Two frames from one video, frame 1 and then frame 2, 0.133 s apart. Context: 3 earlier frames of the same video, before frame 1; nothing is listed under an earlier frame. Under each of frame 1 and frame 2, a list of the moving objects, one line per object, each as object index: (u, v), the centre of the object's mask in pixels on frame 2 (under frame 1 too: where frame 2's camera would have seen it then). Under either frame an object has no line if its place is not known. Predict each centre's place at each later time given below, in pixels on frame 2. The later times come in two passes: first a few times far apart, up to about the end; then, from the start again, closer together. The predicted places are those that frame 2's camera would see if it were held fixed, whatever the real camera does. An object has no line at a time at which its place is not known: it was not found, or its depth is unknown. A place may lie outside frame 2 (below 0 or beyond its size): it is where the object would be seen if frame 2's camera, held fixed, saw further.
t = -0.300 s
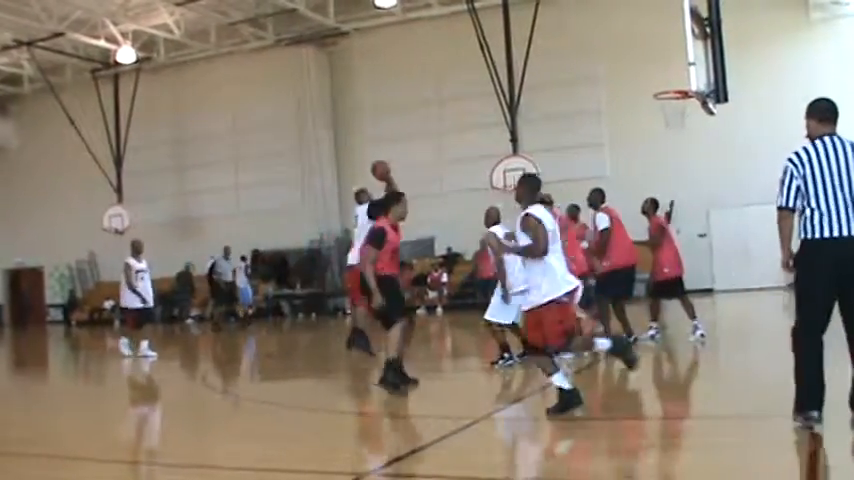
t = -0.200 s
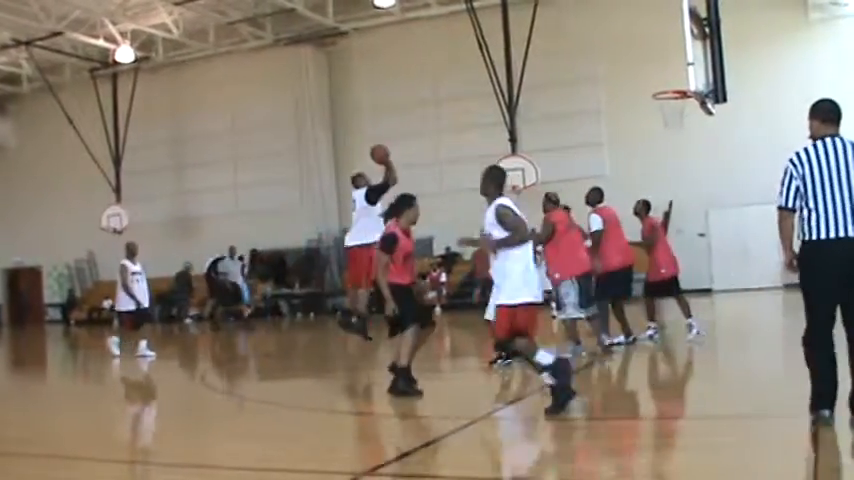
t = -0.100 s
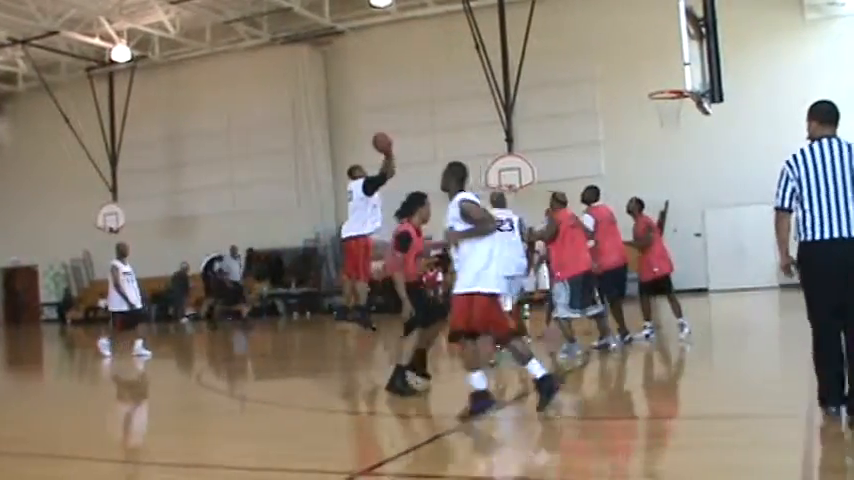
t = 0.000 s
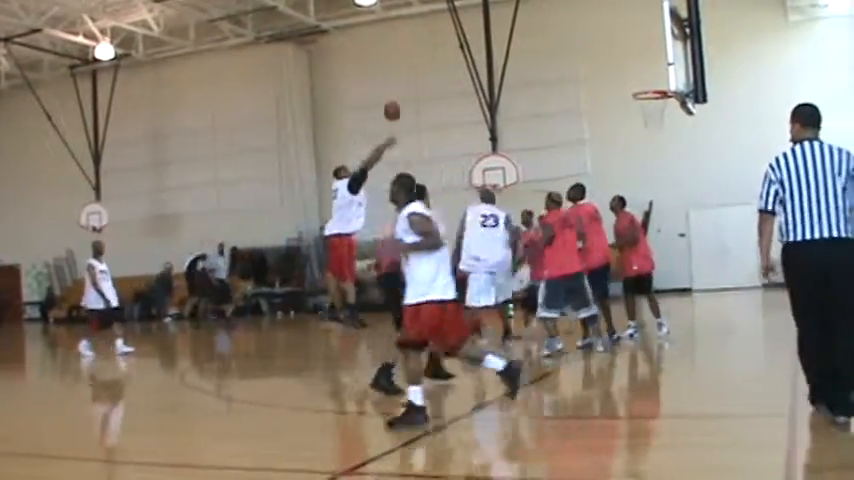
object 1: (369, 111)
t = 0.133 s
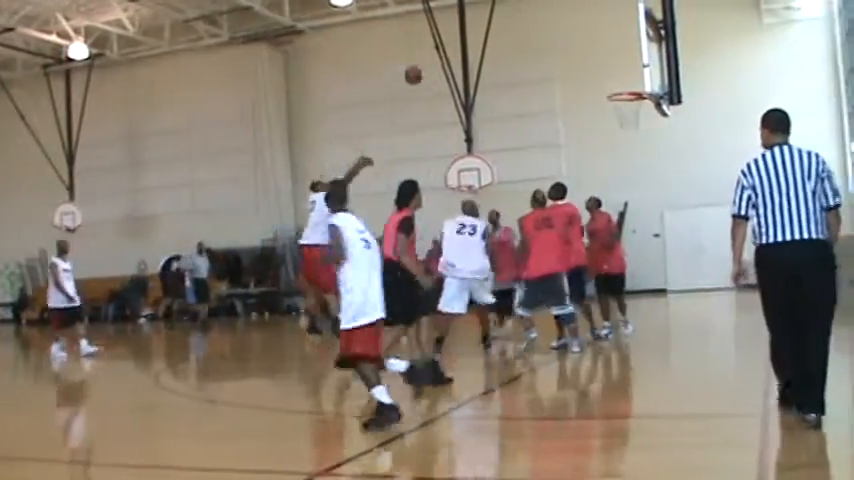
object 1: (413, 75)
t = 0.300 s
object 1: (473, 49)
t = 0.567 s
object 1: (561, 53)
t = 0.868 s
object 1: (625, 93)
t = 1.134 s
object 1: (639, 84)
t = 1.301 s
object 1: (638, 84)
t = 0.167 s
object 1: (424, 69)
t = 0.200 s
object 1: (436, 61)
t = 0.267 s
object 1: (459, 54)
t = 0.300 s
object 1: (473, 49)
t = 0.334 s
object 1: (482, 47)
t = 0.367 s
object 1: (493, 45)
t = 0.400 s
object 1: (504, 45)
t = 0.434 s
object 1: (515, 44)
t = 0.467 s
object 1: (527, 45)
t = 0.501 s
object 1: (538, 47)
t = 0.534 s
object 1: (549, 50)
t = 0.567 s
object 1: (561, 53)
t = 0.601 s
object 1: (573, 57)
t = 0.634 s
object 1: (584, 62)
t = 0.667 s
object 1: (595, 68)
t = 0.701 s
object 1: (607, 75)
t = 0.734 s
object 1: (618, 83)
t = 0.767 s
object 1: (627, 92)
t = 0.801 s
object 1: (631, 93)
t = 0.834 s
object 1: (631, 93)
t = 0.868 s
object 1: (625, 93)
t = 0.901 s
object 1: (618, 94)
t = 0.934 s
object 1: (618, 93)
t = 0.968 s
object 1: (620, 92)
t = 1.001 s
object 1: (624, 89)
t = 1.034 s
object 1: (630, 86)
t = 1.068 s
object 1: (634, 85)
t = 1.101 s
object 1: (638, 84)
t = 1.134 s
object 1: (639, 84)
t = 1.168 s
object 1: (642, 85)
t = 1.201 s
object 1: (641, 85)
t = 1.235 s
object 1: (640, 85)
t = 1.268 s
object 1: (639, 84)
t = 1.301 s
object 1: (638, 84)
